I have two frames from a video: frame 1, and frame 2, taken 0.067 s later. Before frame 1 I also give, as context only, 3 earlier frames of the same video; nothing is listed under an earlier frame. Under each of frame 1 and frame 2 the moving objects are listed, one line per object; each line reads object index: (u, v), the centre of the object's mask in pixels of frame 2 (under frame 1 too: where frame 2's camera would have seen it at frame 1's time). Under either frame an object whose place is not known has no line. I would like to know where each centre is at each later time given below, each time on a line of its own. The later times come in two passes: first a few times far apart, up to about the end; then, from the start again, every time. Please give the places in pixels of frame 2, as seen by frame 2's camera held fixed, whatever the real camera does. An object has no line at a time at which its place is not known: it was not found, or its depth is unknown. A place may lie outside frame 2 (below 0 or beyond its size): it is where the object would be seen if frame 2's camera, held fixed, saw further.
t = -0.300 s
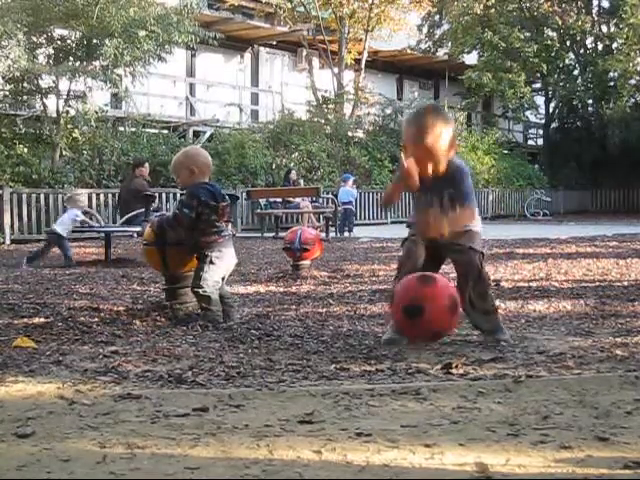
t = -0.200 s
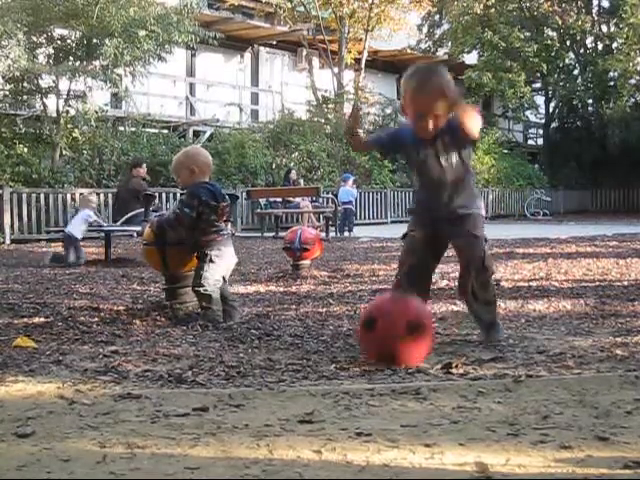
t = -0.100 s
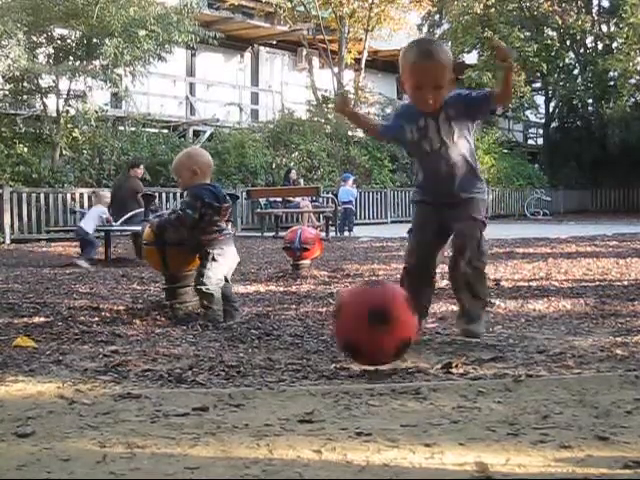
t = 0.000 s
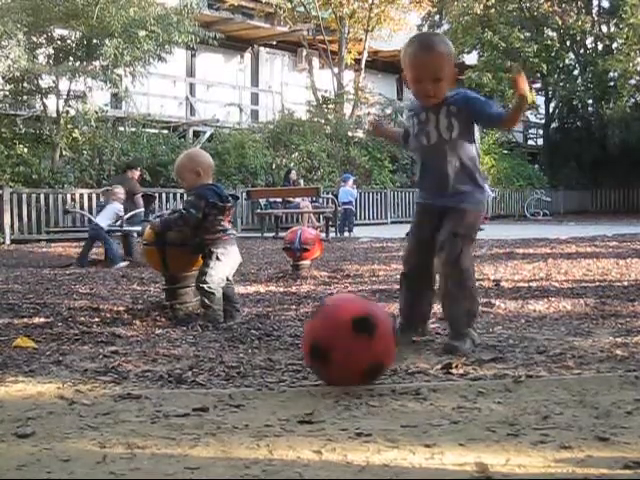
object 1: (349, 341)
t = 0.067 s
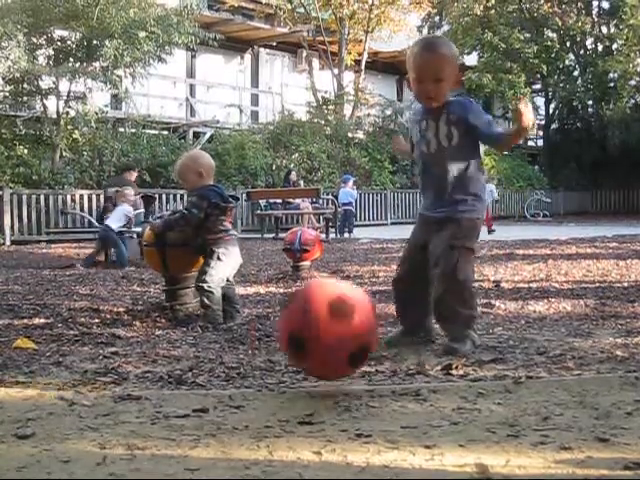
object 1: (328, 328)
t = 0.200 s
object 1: (276, 366)
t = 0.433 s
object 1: (138, 408)
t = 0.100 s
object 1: (316, 327)
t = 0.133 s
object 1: (304, 333)
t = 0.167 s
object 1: (291, 345)
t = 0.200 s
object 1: (276, 366)
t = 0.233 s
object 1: (261, 378)
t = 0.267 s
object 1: (244, 370)
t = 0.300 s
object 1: (226, 367)
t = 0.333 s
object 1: (208, 372)
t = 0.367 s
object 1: (186, 383)
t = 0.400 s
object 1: (163, 405)
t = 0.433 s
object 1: (138, 408)
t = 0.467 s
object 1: (111, 403)
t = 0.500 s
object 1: (83, 405)
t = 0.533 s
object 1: (66, 410)
